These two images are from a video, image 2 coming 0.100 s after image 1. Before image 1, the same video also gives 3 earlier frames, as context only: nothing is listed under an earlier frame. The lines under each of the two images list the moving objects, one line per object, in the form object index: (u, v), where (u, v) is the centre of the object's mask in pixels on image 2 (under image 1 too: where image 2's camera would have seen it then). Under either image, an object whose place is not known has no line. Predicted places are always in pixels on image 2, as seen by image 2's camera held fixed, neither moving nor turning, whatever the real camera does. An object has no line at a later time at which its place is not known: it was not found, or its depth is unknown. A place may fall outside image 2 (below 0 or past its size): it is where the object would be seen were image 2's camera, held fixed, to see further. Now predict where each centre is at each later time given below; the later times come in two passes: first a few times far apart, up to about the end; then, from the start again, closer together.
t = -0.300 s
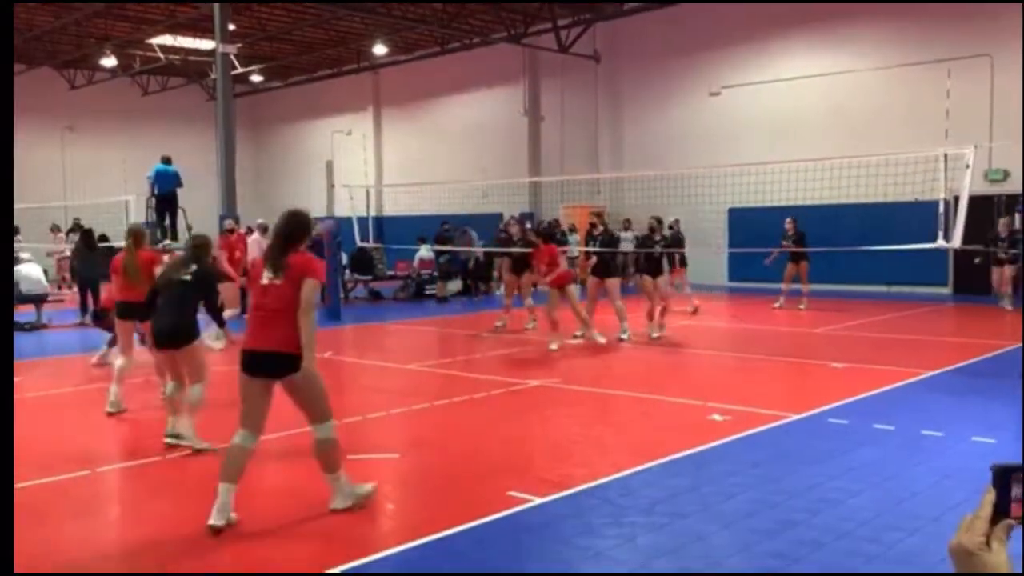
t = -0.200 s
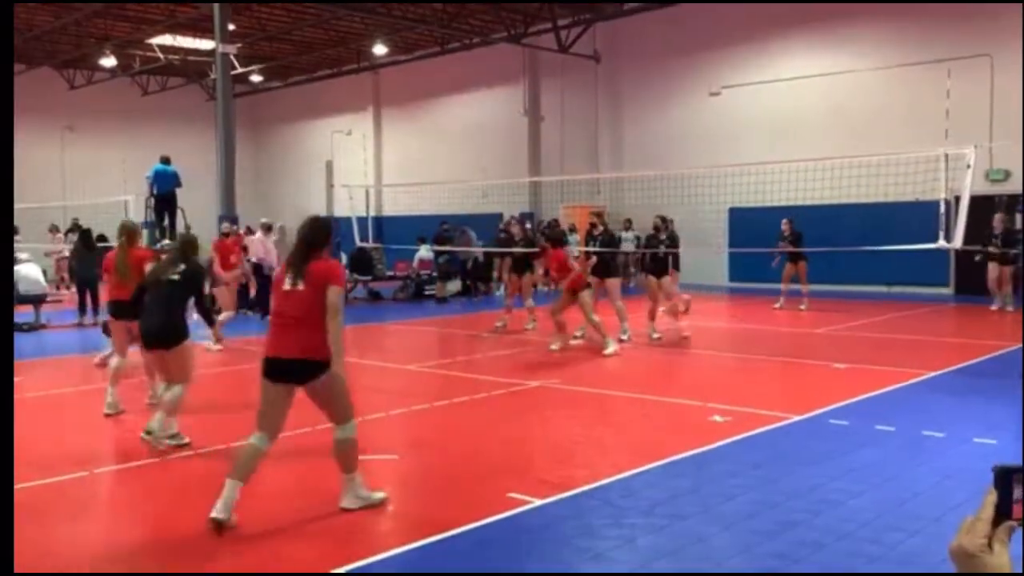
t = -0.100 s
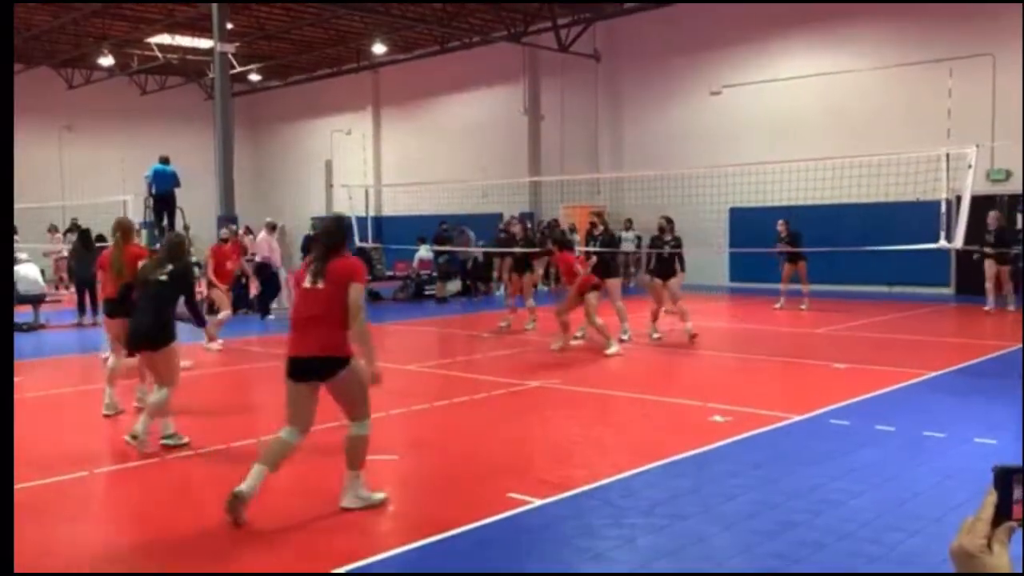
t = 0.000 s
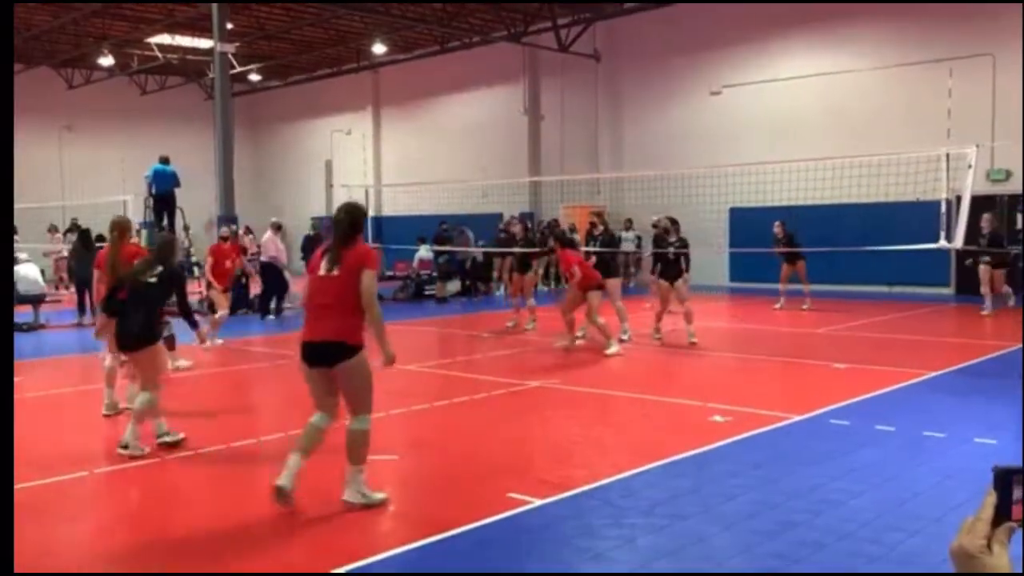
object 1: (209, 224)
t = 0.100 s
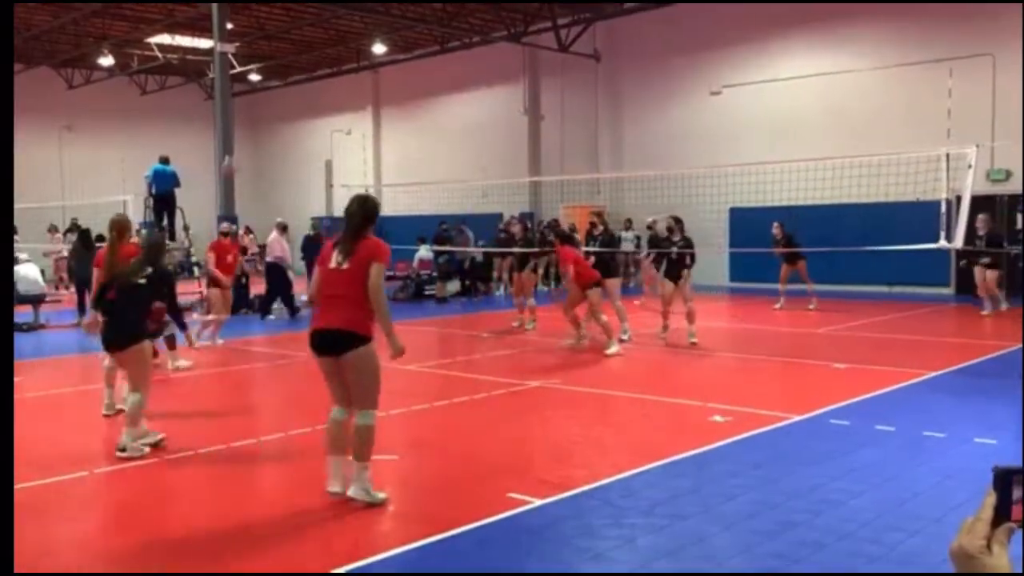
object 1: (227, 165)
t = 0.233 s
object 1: (256, 104)
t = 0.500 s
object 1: (312, 35)
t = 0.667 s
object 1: (342, 23)
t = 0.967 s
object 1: (399, 52)
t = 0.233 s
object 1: (256, 104)
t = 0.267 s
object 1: (265, 93)
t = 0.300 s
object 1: (273, 81)
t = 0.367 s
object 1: (285, 64)
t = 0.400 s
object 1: (291, 55)
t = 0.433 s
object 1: (299, 48)
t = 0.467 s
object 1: (305, 42)
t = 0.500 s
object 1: (312, 35)
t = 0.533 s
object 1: (318, 31)
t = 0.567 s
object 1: (324, 28)
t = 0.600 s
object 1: (330, 25)
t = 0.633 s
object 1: (337, 24)
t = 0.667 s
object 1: (342, 23)
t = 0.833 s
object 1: (374, 31)
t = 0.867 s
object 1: (380, 35)
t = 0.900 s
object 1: (387, 40)
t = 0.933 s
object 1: (392, 44)
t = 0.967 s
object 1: (399, 52)
